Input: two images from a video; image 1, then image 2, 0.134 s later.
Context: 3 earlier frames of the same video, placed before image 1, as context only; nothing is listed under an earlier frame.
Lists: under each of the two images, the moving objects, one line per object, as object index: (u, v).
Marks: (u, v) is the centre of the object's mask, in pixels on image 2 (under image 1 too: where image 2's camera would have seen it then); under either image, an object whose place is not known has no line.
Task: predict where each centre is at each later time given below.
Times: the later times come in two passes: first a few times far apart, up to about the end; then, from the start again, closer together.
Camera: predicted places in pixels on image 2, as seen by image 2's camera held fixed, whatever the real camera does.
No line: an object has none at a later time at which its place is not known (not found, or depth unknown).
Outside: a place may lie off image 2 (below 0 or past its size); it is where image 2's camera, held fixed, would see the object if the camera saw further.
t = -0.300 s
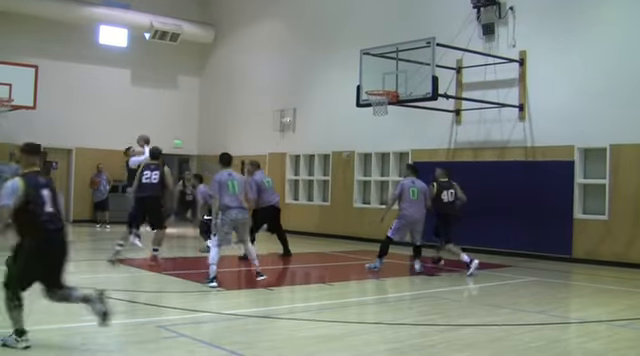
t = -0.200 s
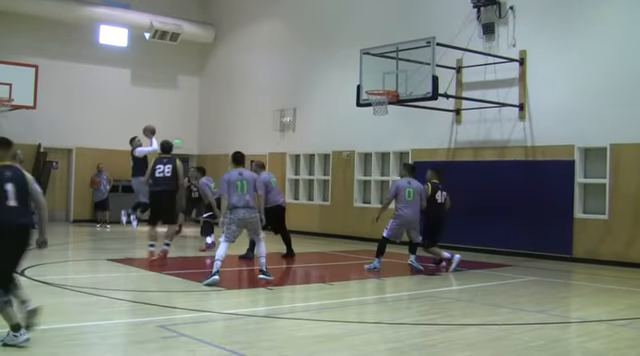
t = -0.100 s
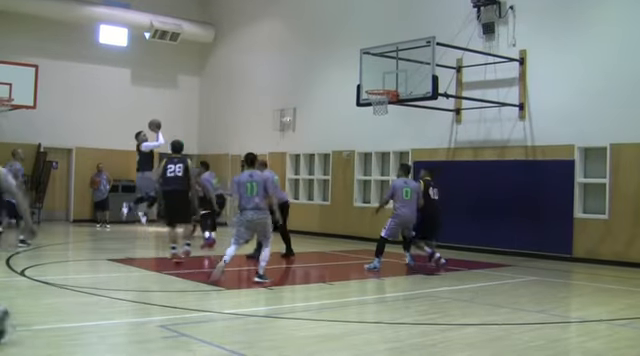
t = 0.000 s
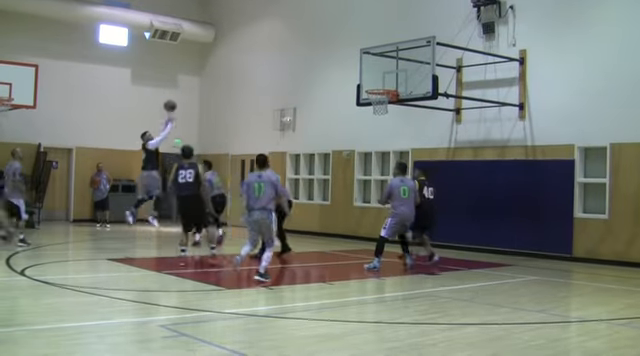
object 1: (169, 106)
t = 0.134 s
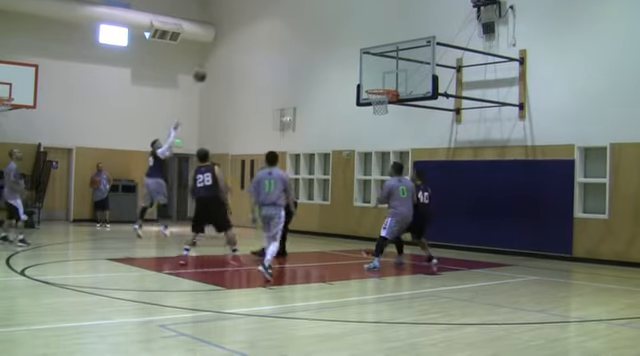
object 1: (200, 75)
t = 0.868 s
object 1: (360, 77)
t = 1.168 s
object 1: (370, 97)
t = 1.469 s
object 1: (374, 121)
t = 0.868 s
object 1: (360, 77)
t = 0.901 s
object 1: (367, 84)
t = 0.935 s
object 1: (372, 86)
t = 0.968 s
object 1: (377, 88)
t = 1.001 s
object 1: (383, 90)
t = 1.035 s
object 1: (384, 91)
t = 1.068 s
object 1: (381, 91)
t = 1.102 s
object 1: (377, 93)
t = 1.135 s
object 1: (374, 95)
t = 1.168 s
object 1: (370, 97)
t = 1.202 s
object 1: (369, 98)
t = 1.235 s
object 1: (369, 99)
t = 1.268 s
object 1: (369, 102)
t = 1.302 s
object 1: (370, 104)
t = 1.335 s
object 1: (370, 106)
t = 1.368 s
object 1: (371, 109)
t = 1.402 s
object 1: (373, 112)
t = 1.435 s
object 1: (373, 116)
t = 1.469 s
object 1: (374, 121)
